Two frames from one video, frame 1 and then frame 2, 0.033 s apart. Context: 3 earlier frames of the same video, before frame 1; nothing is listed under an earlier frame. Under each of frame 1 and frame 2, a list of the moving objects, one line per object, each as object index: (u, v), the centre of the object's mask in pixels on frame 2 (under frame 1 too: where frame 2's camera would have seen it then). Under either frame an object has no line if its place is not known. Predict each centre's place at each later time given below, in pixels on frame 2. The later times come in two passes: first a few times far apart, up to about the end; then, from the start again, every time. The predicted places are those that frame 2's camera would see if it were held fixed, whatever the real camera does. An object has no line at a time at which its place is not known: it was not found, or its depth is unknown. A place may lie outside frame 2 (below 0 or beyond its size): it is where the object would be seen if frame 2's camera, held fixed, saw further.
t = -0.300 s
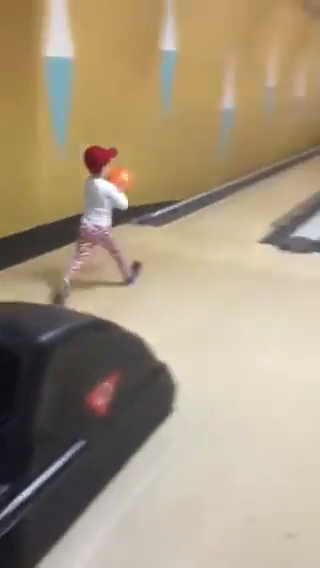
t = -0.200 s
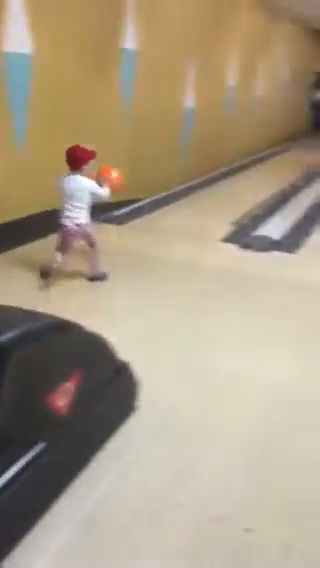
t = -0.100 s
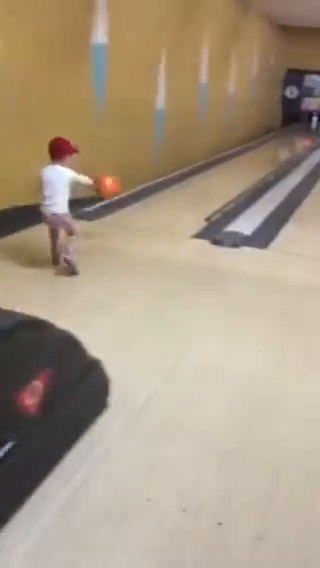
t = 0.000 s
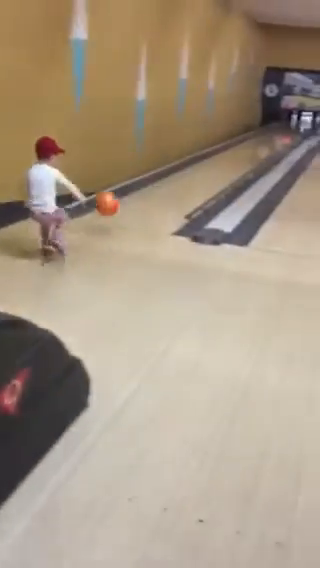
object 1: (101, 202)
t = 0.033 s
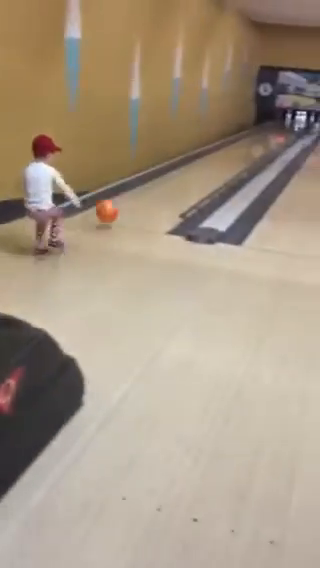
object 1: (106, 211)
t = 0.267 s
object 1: (142, 197)
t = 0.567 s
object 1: (173, 183)
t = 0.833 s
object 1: (193, 171)
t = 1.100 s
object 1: (209, 162)
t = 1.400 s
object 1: (224, 154)
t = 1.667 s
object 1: (233, 148)
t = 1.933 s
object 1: (241, 144)
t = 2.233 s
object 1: (250, 139)
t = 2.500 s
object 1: (256, 135)
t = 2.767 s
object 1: (261, 132)
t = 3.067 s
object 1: (265, 130)
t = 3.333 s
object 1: (269, 127)
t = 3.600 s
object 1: (273, 125)
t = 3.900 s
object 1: (277, 124)
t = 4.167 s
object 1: (279, 123)
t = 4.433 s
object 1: (282, 124)
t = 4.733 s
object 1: (285, 123)
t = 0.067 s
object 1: (112, 217)
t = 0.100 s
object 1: (117, 211)
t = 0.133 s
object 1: (123, 204)
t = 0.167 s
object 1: (128, 201)
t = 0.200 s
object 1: (133, 198)
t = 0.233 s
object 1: (137, 197)
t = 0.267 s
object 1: (142, 197)
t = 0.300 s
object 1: (146, 197)
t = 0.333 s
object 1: (150, 194)
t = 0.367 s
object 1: (154, 192)
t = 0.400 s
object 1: (157, 190)
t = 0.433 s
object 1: (160, 189)
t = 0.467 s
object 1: (164, 187)
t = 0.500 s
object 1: (167, 186)
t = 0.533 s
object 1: (170, 185)
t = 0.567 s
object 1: (173, 183)
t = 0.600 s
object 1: (175, 182)
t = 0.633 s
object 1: (178, 180)
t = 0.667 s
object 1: (181, 179)
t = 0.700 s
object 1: (184, 177)
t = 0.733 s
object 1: (187, 176)
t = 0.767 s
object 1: (189, 174)
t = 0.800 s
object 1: (191, 173)
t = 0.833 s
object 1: (193, 171)
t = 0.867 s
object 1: (196, 170)
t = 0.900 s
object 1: (198, 169)
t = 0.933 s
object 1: (200, 168)
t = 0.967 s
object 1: (202, 167)
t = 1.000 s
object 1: (204, 166)
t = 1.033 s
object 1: (206, 164)
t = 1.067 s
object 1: (208, 163)
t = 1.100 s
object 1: (209, 162)
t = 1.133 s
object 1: (211, 161)
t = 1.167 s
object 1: (213, 160)
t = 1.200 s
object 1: (215, 159)
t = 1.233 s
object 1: (217, 158)
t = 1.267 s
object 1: (218, 158)
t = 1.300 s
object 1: (220, 157)
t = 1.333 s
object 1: (221, 156)
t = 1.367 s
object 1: (223, 155)
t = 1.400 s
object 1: (224, 154)
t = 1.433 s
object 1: (225, 153)
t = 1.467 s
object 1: (226, 153)
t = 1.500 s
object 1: (227, 152)
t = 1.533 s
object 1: (228, 151)
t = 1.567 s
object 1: (229, 151)
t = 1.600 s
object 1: (230, 150)
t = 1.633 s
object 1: (232, 149)
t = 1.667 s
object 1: (233, 148)
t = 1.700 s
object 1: (234, 148)
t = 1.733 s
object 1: (236, 147)
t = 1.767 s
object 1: (237, 147)
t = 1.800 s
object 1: (238, 146)
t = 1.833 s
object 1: (239, 145)
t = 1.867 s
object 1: (240, 144)
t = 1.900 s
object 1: (241, 144)
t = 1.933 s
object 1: (241, 144)
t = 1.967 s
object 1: (242, 144)
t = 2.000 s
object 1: (244, 142)
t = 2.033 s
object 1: (245, 141)
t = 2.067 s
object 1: (246, 141)
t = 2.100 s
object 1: (246, 141)
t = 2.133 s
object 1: (247, 140)
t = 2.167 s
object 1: (248, 139)
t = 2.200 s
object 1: (249, 139)
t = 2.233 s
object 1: (250, 139)
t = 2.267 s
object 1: (250, 138)
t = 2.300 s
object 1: (251, 138)
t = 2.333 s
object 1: (252, 137)
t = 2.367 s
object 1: (253, 137)
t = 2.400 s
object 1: (253, 137)
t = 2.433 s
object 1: (255, 136)
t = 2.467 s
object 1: (255, 136)
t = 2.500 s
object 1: (256, 135)
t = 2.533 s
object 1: (257, 134)
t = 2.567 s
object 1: (257, 134)
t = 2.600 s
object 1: (258, 134)
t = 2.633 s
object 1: (258, 134)
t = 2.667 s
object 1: (258, 134)
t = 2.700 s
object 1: (259, 133)
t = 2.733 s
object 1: (260, 133)
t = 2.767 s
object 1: (261, 132)
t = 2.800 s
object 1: (261, 132)
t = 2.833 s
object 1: (263, 131)
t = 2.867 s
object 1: (263, 131)
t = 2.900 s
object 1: (263, 131)
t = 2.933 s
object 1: (263, 131)
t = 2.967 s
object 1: (264, 131)
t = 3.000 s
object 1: (264, 131)
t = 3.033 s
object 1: (265, 130)
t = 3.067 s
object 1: (265, 130)
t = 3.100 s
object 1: (266, 129)
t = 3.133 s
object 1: (267, 128)
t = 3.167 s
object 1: (267, 128)
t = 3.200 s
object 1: (268, 128)
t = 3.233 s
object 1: (268, 128)
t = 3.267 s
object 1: (269, 127)
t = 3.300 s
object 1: (269, 127)
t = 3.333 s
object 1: (269, 127)
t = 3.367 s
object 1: (270, 127)
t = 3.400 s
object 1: (271, 126)
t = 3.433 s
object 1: (271, 126)
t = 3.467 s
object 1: (271, 126)
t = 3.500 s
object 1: (272, 126)
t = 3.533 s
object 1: (272, 125)
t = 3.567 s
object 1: (273, 125)
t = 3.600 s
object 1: (273, 125)
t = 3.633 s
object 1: (273, 125)
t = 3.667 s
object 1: (275, 124)
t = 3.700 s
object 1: (275, 124)
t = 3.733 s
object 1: (276, 124)
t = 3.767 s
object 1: (276, 124)
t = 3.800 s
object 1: (276, 124)
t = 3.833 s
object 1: (276, 124)
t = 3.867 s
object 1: (277, 124)
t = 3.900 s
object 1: (277, 124)
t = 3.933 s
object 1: (277, 124)
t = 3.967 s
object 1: (278, 124)
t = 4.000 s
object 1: (278, 123)
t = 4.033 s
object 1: (278, 123)
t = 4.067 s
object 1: (278, 123)
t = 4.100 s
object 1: (279, 124)
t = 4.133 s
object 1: (279, 123)
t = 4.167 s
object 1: (279, 123)
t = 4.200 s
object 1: (279, 123)
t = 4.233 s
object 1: (280, 124)
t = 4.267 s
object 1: (280, 124)
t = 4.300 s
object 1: (280, 124)
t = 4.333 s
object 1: (281, 124)
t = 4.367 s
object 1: (281, 124)
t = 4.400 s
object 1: (281, 124)
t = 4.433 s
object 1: (282, 124)
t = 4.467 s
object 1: (282, 123)
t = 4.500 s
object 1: (283, 123)
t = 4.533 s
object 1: (283, 123)
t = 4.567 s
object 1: (283, 123)
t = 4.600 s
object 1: (284, 123)
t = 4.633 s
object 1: (284, 123)
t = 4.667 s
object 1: (285, 123)
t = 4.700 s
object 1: (285, 123)
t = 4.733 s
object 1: (285, 123)
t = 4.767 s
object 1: (286, 122)
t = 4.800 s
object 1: (285, 123)
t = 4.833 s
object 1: (285, 123)
